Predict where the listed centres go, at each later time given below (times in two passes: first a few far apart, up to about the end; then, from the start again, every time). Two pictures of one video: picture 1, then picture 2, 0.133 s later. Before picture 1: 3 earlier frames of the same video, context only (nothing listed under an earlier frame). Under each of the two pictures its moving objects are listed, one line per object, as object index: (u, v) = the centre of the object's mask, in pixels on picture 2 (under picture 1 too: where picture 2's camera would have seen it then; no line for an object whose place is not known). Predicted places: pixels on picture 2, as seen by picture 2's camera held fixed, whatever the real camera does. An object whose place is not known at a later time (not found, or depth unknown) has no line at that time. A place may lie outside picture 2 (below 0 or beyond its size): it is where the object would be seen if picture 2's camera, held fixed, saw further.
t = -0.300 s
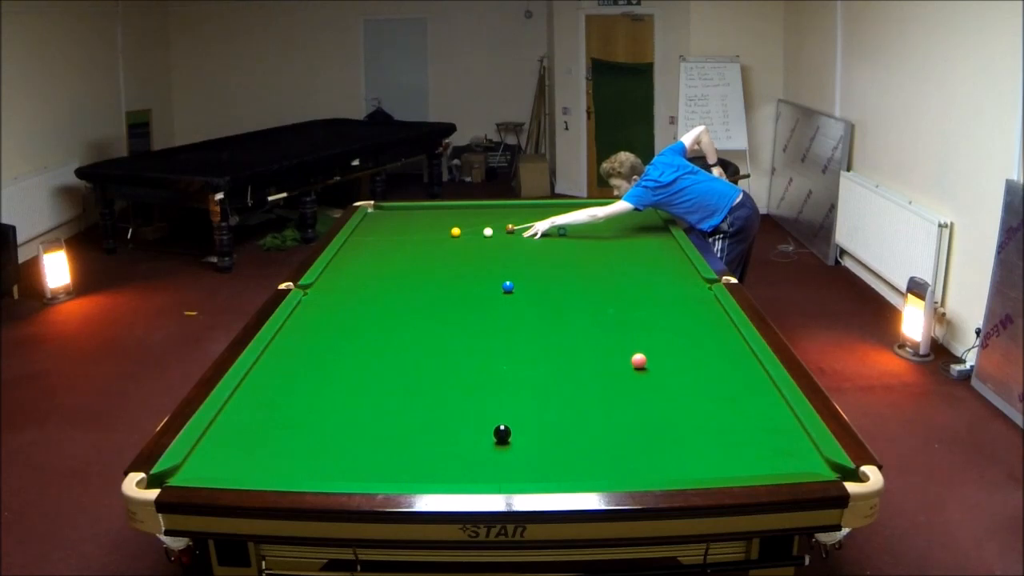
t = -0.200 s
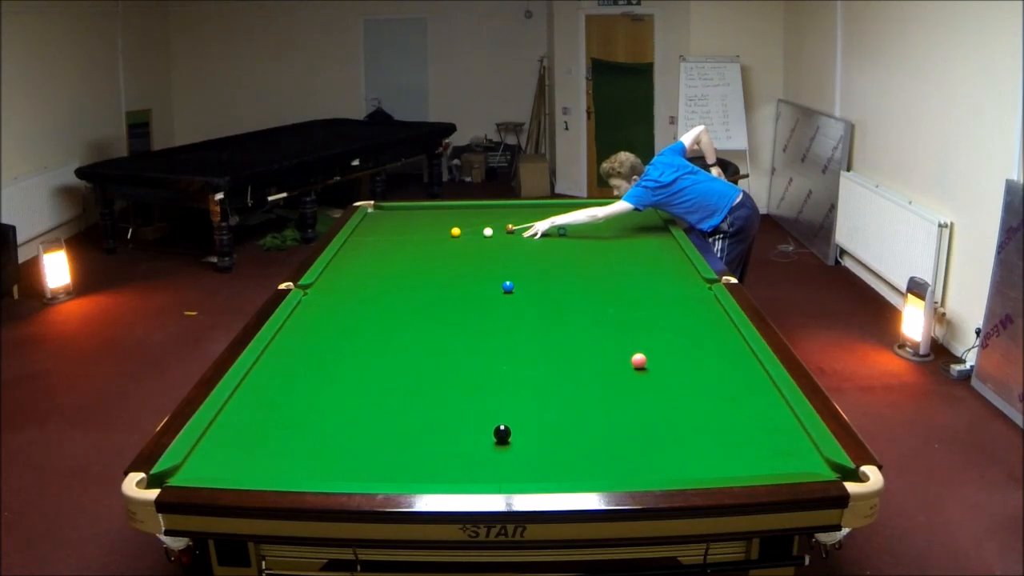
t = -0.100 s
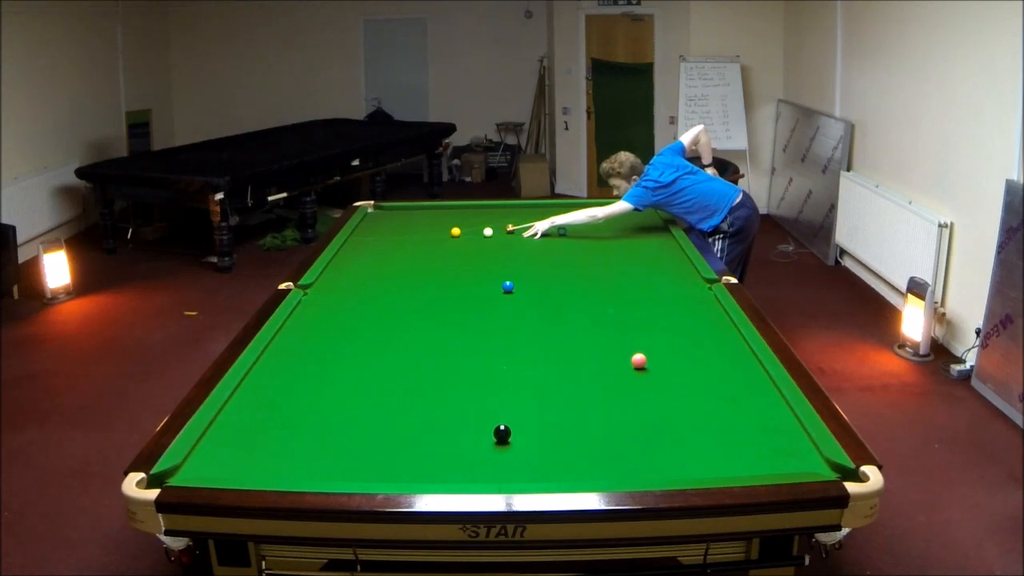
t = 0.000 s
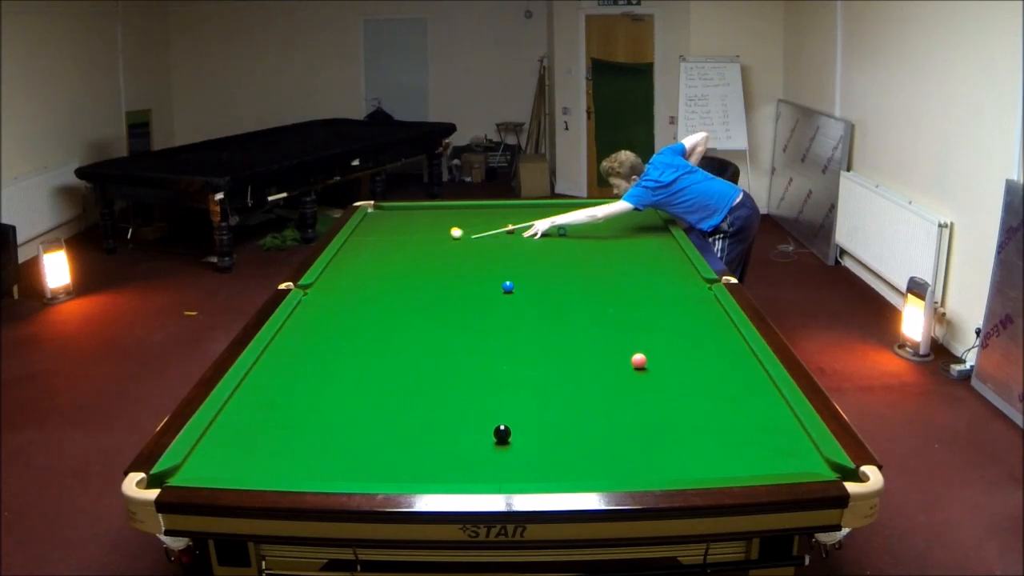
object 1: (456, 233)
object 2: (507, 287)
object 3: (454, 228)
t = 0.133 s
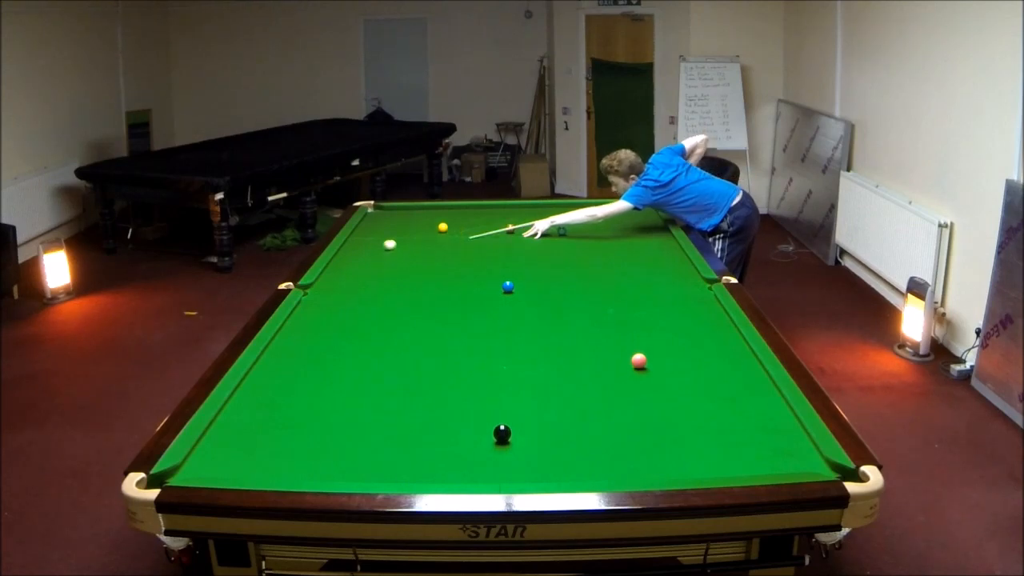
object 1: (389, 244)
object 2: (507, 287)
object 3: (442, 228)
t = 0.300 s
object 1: (358, 257)
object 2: (507, 287)
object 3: (430, 223)
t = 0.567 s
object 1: (441, 275)
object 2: (507, 287)
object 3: (413, 217)
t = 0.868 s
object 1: (499, 296)
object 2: (555, 288)
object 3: (395, 211)
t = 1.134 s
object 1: (523, 317)
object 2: (625, 288)
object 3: (380, 208)
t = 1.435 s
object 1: (557, 344)
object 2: (700, 289)
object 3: (375, 212)
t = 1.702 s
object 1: (591, 371)
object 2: (665, 286)
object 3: (381, 214)
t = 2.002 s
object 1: (635, 405)
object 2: (625, 284)
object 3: (388, 216)
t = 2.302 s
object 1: (687, 445)
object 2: (588, 281)
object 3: (395, 219)
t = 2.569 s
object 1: (735, 466)
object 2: (556, 279)
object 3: (401, 221)
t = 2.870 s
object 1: (772, 436)
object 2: (523, 276)
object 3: (407, 223)
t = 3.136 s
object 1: (777, 414)
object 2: (496, 274)
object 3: (412, 225)
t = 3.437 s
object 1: (738, 395)
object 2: (467, 271)
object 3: (418, 226)
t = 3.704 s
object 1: (708, 381)
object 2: (442, 270)
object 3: (422, 228)
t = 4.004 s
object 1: (676, 366)
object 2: (417, 268)
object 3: (427, 229)
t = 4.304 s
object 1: (649, 353)
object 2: (394, 266)
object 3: (431, 230)
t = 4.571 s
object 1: (626, 343)
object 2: (375, 265)
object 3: (434, 231)
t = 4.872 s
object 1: (604, 333)
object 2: (355, 263)
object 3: (437, 232)
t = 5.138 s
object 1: (587, 324)
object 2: (339, 262)
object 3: (439, 233)
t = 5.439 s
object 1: (569, 316)
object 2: (340, 261)
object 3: (440, 233)
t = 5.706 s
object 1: (555, 309)
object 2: (350, 261)
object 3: (441, 234)
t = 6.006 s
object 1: (541, 302)
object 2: (358, 260)
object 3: (441, 234)
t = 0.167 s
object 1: (372, 247)
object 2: (507, 287)
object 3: (440, 227)
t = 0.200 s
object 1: (356, 250)
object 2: (507, 287)
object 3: (438, 226)
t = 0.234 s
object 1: (340, 252)
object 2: (507, 287)
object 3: (435, 225)
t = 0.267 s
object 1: (348, 255)
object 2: (507, 287)
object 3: (433, 224)
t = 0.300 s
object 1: (358, 257)
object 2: (507, 287)
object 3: (430, 223)
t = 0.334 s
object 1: (369, 259)
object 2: (507, 287)
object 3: (428, 223)
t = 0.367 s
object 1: (379, 262)
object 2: (507, 287)
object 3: (426, 222)
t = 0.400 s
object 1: (390, 264)
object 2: (507, 287)
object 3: (423, 221)
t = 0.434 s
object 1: (400, 266)
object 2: (507, 287)
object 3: (421, 220)
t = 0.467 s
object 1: (410, 268)
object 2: (507, 287)
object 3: (419, 219)
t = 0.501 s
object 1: (420, 271)
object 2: (508, 287)
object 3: (417, 219)
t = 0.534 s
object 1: (430, 273)
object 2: (507, 287)
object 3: (415, 218)
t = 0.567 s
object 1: (441, 275)
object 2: (507, 287)
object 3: (413, 217)
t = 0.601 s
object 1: (452, 277)
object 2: (507, 287)
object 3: (411, 216)
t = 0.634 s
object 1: (463, 280)
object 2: (508, 287)
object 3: (409, 216)
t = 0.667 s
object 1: (475, 282)
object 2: (508, 287)
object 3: (407, 215)
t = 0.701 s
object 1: (486, 284)
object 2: (507, 287)
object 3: (404, 214)
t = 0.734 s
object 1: (496, 287)
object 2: (510, 287)
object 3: (402, 214)
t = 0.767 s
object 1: (495, 289)
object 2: (522, 287)
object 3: (401, 213)
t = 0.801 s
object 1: (496, 291)
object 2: (533, 287)
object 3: (399, 212)
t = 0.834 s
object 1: (497, 294)
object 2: (544, 287)
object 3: (397, 212)
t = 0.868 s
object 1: (499, 296)
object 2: (555, 288)
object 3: (395, 211)
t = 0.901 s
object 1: (501, 299)
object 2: (564, 288)
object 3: (393, 210)
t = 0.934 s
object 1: (504, 301)
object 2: (574, 288)
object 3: (391, 209)
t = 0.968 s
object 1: (507, 304)
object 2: (583, 288)
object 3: (390, 209)
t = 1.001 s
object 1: (510, 306)
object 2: (591, 288)
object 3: (388, 208)
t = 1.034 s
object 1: (514, 309)
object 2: (600, 288)
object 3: (386, 207)
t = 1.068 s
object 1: (517, 311)
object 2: (608, 288)
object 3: (384, 207)
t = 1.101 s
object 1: (520, 314)
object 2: (617, 288)
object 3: (382, 208)
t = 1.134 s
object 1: (523, 317)
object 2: (625, 288)
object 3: (380, 208)
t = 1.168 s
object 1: (527, 320)
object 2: (634, 288)
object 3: (378, 209)
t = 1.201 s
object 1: (531, 323)
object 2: (642, 289)
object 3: (376, 209)
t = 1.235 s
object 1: (534, 325)
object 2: (650, 289)
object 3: (374, 209)
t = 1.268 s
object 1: (538, 328)
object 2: (659, 289)
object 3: (372, 210)
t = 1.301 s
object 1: (542, 331)
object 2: (667, 289)
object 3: (372, 210)
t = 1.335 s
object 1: (545, 334)
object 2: (676, 289)
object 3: (372, 210)
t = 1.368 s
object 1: (549, 337)
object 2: (684, 289)
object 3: (374, 211)
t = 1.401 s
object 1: (553, 340)
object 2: (692, 289)
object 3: (374, 211)
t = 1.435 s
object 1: (557, 344)
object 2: (700, 289)
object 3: (375, 212)
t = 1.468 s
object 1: (561, 347)
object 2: (704, 289)
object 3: (376, 212)
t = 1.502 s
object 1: (565, 350)
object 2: (697, 288)
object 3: (377, 212)
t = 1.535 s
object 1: (569, 353)
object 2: (691, 288)
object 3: (377, 212)
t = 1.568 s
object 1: (574, 357)
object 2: (685, 288)
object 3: (378, 213)
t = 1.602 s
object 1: (578, 360)
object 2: (679, 287)
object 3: (379, 213)
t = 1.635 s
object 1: (582, 363)
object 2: (674, 287)
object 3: (380, 213)
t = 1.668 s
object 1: (587, 367)
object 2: (669, 287)
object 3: (381, 213)
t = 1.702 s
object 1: (591, 371)
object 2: (665, 286)
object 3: (381, 214)
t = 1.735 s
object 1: (596, 374)
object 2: (660, 286)
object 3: (382, 214)
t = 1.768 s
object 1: (600, 378)
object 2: (656, 286)
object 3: (383, 214)
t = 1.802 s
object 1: (605, 382)
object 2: (652, 286)
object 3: (383, 215)
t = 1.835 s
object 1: (610, 385)
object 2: (647, 285)
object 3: (384, 215)
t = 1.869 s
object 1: (615, 389)
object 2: (643, 285)
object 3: (385, 215)
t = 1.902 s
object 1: (620, 393)
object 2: (638, 285)
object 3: (386, 215)
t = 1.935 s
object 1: (625, 397)
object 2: (634, 284)
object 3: (387, 216)
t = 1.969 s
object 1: (630, 401)
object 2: (630, 284)
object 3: (387, 216)
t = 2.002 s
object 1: (635, 405)
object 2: (625, 284)
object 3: (388, 216)
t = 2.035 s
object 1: (641, 410)
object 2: (621, 283)
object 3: (389, 216)
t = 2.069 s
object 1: (646, 414)
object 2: (617, 283)
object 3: (390, 217)
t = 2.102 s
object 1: (652, 418)
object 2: (613, 282)
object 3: (390, 217)
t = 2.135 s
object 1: (657, 422)
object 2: (608, 282)
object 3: (391, 217)
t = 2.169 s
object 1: (663, 427)
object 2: (604, 282)
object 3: (392, 218)
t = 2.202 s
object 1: (669, 431)
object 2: (600, 282)
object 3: (393, 218)
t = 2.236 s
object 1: (675, 436)
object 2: (596, 281)
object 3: (393, 218)
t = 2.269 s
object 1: (681, 441)
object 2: (592, 281)
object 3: (394, 218)
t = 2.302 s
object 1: (687, 445)
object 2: (588, 281)
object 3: (395, 219)
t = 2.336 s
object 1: (693, 450)
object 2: (584, 280)
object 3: (396, 219)
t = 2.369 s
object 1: (699, 455)
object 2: (580, 280)
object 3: (396, 219)
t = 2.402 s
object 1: (706, 460)
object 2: (576, 280)
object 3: (397, 219)
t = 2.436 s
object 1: (712, 465)
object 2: (572, 280)
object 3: (398, 220)
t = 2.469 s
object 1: (718, 468)
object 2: (568, 279)
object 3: (399, 220)
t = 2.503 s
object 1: (725, 471)
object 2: (564, 279)
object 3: (399, 220)
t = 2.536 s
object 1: (730, 469)
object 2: (560, 279)
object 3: (400, 220)
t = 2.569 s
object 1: (735, 466)
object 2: (556, 279)
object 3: (401, 221)
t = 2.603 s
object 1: (739, 463)
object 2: (553, 278)
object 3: (401, 221)
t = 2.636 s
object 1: (744, 459)
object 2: (549, 278)
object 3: (402, 221)
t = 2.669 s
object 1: (748, 456)
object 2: (545, 278)
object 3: (403, 221)
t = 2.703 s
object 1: (752, 452)
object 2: (542, 277)
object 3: (403, 222)
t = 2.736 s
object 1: (756, 449)
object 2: (538, 277)
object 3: (404, 222)
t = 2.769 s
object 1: (760, 446)
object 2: (534, 277)
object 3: (405, 222)
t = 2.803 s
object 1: (764, 442)
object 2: (531, 277)
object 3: (405, 222)
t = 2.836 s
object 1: (768, 439)
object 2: (527, 276)
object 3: (406, 223)
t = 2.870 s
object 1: (772, 436)
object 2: (523, 276)
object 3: (407, 223)
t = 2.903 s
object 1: (775, 433)
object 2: (520, 276)
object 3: (407, 223)
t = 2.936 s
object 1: (779, 429)
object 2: (516, 276)
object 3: (408, 223)
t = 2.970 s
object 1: (782, 427)
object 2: (513, 275)
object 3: (409, 223)
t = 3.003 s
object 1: (786, 424)
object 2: (509, 275)
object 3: (409, 224)
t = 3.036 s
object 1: (789, 421)
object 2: (506, 275)
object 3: (410, 224)
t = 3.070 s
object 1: (788, 418)
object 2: (502, 275)
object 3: (411, 224)
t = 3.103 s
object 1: (783, 416)
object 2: (499, 274)
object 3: (411, 224)
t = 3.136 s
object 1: (777, 414)
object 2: (496, 274)
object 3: (412, 225)
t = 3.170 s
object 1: (773, 412)
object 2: (492, 274)
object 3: (413, 225)
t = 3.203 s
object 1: (769, 409)
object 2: (489, 274)
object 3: (413, 225)
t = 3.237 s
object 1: (764, 407)
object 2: (486, 273)
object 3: (414, 225)
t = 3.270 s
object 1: (760, 406)
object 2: (482, 273)
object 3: (415, 225)
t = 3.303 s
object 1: (755, 404)
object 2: (479, 273)
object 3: (415, 226)
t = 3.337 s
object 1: (751, 402)
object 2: (476, 272)
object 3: (416, 226)
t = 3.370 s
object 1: (747, 399)
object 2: (473, 272)
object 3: (416, 226)
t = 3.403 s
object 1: (743, 397)
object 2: (470, 272)
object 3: (417, 226)
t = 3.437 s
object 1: (738, 395)
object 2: (467, 271)
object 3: (418, 226)
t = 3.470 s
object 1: (734, 394)
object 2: (463, 271)
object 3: (418, 227)
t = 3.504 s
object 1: (731, 392)
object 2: (460, 271)
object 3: (419, 227)
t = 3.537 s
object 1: (726, 390)
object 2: (457, 271)
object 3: (419, 227)
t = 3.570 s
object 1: (722, 388)
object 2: (454, 271)
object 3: (420, 227)
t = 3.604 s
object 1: (719, 386)
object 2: (451, 270)
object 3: (420, 227)
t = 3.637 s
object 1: (715, 385)
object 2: (448, 270)
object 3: (421, 227)
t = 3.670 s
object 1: (711, 383)
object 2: (445, 270)
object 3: (422, 227)
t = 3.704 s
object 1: (708, 381)
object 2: (442, 270)
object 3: (422, 228)
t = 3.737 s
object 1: (704, 379)
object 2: (440, 270)
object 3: (423, 228)
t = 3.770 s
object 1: (700, 378)
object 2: (437, 269)
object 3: (423, 228)
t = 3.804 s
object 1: (697, 376)
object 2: (434, 269)
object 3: (423, 228)
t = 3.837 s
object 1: (693, 374)
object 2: (431, 269)
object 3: (424, 228)
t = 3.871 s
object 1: (690, 373)
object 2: (428, 269)
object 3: (425, 229)
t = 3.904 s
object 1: (686, 371)
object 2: (425, 269)
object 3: (425, 229)
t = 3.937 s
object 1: (683, 369)
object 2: (423, 269)
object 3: (426, 229)
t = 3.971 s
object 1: (679, 368)
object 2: (420, 268)
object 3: (426, 229)
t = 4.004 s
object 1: (676, 366)
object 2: (417, 268)
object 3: (427, 229)
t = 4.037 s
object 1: (673, 365)
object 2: (415, 268)
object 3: (427, 229)
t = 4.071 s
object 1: (670, 364)
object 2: (412, 268)
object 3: (428, 229)
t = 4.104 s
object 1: (667, 362)
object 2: (409, 267)
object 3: (428, 229)
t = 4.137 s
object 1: (664, 361)
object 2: (407, 267)
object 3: (428, 230)
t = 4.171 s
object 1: (660, 359)
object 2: (404, 267)
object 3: (429, 230)
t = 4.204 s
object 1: (657, 358)
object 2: (402, 267)
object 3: (429, 230)
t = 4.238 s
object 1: (655, 356)
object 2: (399, 266)
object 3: (430, 230)
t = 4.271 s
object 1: (652, 355)
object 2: (396, 266)
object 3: (430, 230)
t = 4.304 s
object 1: (649, 353)
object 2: (394, 266)
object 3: (431, 230)
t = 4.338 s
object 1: (646, 351)
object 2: (391, 266)
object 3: (431, 230)
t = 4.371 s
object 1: (643, 349)
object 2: (389, 266)
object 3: (431, 230)
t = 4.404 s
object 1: (640, 348)
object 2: (387, 265)
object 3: (432, 231)
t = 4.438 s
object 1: (637, 347)
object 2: (384, 265)
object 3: (432, 231)
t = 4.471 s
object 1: (634, 346)
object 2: (382, 265)
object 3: (432, 231)
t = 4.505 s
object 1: (632, 345)
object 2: (379, 265)
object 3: (433, 231)
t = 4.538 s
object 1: (629, 344)
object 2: (377, 265)
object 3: (433, 231)
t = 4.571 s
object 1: (626, 343)
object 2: (375, 265)
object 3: (434, 231)
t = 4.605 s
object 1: (624, 342)
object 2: (372, 264)
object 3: (434, 231)
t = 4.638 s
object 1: (621, 341)
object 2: (370, 264)
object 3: (434, 231)
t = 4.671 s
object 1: (619, 339)
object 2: (368, 264)
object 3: (435, 232)
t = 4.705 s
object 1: (616, 338)
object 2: (366, 264)
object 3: (435, 232)
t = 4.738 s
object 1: (614, 337)
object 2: (364, 264)
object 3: (435, 232)
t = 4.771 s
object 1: (611, 336)
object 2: (361, 264)
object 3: (436, 232)
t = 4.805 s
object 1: (609, 335)
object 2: (359, 264)
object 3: (436, 232)
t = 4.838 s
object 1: (607, 334)
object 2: (357, 264)
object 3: (436, 232)
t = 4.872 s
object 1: (604, 333)
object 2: (355, 263)
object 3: (437, 232)
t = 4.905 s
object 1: (602, 332)
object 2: (353, 263)
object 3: (437, 232)
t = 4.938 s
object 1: (600, 331)
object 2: (351, 263)
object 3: (437, 232)
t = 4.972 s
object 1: (597, 329)
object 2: (349, 263)
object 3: (437, 232)
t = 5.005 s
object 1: (595, 329)
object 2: (347, 263)
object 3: (438, 232)
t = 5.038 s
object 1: (593, 327)
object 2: (345, 263)
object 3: (438, 232)
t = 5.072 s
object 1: (591, 326)
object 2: (343, 263)
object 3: (438, 232)
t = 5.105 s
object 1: (589, 325)
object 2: (341, 262)
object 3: (438, 233)
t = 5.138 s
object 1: (587, 324)
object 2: (339, 262)
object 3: (439, 233)
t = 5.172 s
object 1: (584, 323)
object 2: (337, 262)
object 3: (439, 233)
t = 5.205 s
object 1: (583, 322)
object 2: (335, 262)
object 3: (439, 233)
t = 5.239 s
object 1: (581, 321)
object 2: (333, 262)
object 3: (439, 233)
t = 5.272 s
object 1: (579, 321)
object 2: (334, 262)
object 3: (439, 233)
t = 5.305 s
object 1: (577, 320)
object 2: (336, 262)
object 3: (439, 233)
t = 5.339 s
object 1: (575, 319)
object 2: (337, 262)
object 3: (439, 233)
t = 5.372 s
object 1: (573, 318)
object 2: (338, 261)
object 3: (440, 233)
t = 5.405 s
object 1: (571, 317)
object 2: (339, 261)
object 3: (440, 233)
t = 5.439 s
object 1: (569, 316)
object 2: (340, 261)
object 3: (440, 233)
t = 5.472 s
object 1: (567, 315)
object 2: (342, 261)
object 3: (440, 233)
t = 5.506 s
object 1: (565, 314)
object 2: (343, 261)
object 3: (440, 233)
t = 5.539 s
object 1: (563, 313)
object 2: (344, 261)
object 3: (440, 233)
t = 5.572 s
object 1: (562, 313)
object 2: (345, 261)
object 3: (440, 233)
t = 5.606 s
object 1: (560, 312)
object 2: (346, 261)
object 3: (440, 233)
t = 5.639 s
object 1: (558, 311)
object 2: (347, 261)
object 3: (440, 234)
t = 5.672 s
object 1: (556, 310)
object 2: (349, 261)
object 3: (441, 234)
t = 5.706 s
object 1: (555, 309)
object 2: (350, 261)
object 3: (441, 234)
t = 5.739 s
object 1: (553, 309)
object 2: (351, 260)
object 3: (441, 234)
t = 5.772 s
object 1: (552, 308)
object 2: (351, 260)
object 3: (441, 234)
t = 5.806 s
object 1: (550, 307)
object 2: (352, 260)
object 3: (441, 234)
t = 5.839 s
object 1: (548, 306)
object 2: (354, 260)
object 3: (441, 234)
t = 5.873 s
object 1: (547, 305)
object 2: (355, 260)
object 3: (441, 234)
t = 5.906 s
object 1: (545, 304)
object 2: (355, 260)
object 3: (441, 234)
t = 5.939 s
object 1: (544, 304)
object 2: (356, 260)
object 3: (441, 234)
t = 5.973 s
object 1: (542, 303)
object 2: (357, 260)
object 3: (441, 234)
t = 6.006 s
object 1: (541, 302)
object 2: (358, 260)
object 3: (441, 234)
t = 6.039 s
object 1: (539, 302)
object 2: (359, 260)
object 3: (441, 234)
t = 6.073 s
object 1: (537, 301)
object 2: (360, 259)
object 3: (441, 234)
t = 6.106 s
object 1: (536, 300)
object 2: (361, 259)
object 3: (441, 234)
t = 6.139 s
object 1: (535, 300)
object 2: (362, 259)
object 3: (441, 234)
